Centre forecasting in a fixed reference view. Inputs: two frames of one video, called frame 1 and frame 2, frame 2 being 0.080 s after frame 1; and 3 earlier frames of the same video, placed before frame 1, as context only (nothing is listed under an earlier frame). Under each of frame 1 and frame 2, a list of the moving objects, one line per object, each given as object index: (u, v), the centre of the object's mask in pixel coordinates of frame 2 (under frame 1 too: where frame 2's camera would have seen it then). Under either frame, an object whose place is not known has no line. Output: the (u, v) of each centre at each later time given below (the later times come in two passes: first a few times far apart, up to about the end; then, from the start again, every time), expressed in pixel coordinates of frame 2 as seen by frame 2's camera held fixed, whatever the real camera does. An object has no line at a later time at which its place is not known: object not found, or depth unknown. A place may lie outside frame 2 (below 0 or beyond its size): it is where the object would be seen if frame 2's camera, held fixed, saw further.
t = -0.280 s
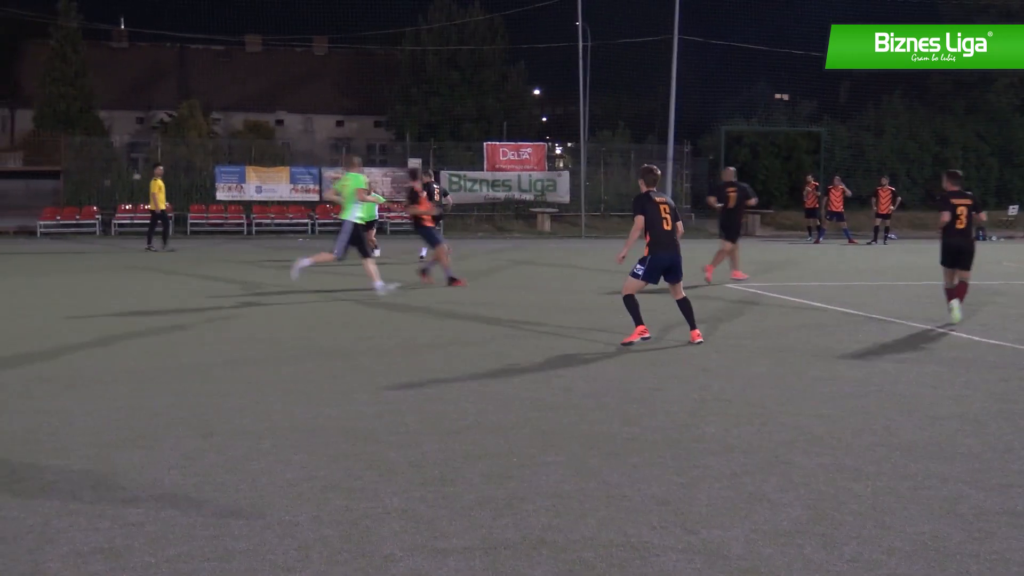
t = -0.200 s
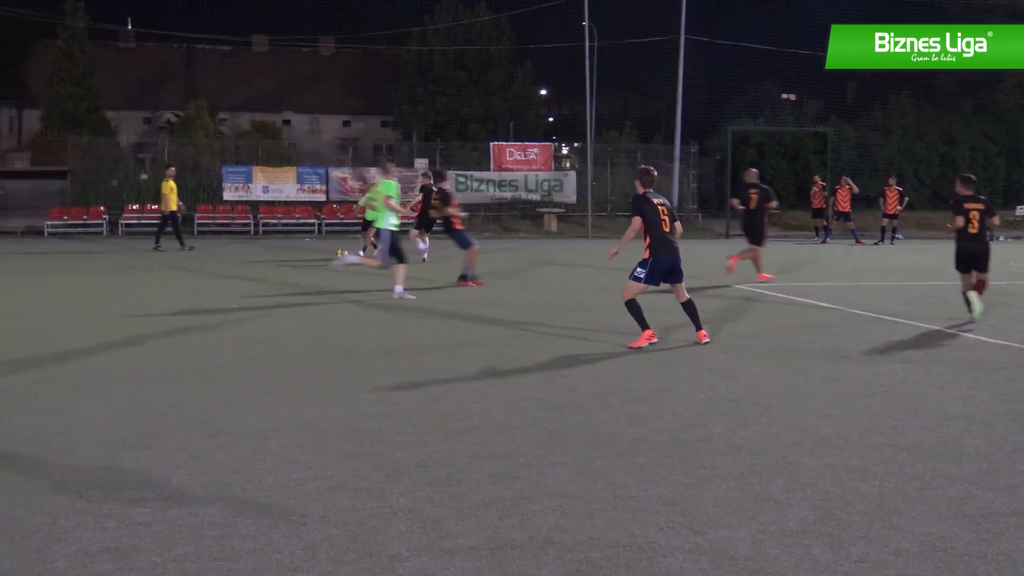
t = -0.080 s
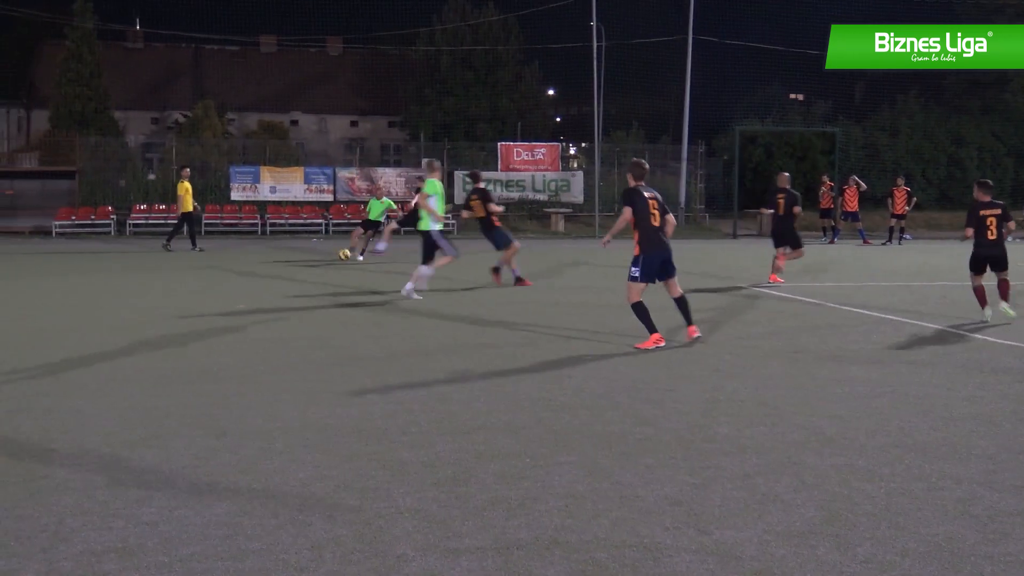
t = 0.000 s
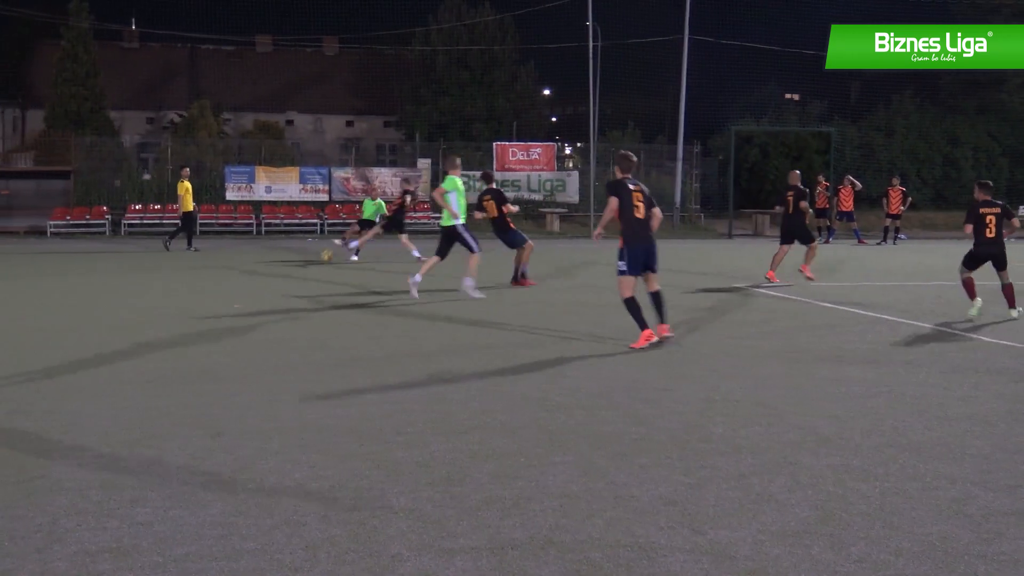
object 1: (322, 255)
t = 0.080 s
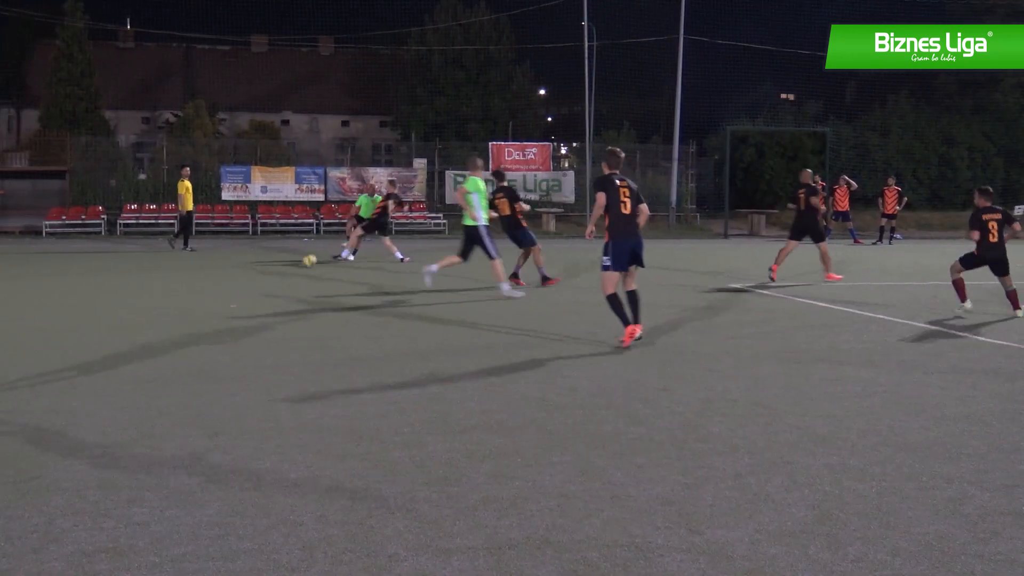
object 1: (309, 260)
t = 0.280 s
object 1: (281, 273)
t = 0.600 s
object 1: (242, 291)
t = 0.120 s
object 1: (303, 263)
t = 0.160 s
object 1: (298, 264)
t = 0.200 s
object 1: (292, 265)
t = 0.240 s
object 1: (286, 268)
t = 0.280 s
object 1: (281, 273)
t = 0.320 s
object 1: (278, 272)
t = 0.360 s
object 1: (273, 273)
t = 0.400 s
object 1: (268, 275)
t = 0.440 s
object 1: (262, 278)
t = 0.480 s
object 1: (256, 282)
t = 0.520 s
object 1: (250, 289)
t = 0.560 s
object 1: (246, 290)
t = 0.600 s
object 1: (242, 291)
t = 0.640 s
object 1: (237, 293)
